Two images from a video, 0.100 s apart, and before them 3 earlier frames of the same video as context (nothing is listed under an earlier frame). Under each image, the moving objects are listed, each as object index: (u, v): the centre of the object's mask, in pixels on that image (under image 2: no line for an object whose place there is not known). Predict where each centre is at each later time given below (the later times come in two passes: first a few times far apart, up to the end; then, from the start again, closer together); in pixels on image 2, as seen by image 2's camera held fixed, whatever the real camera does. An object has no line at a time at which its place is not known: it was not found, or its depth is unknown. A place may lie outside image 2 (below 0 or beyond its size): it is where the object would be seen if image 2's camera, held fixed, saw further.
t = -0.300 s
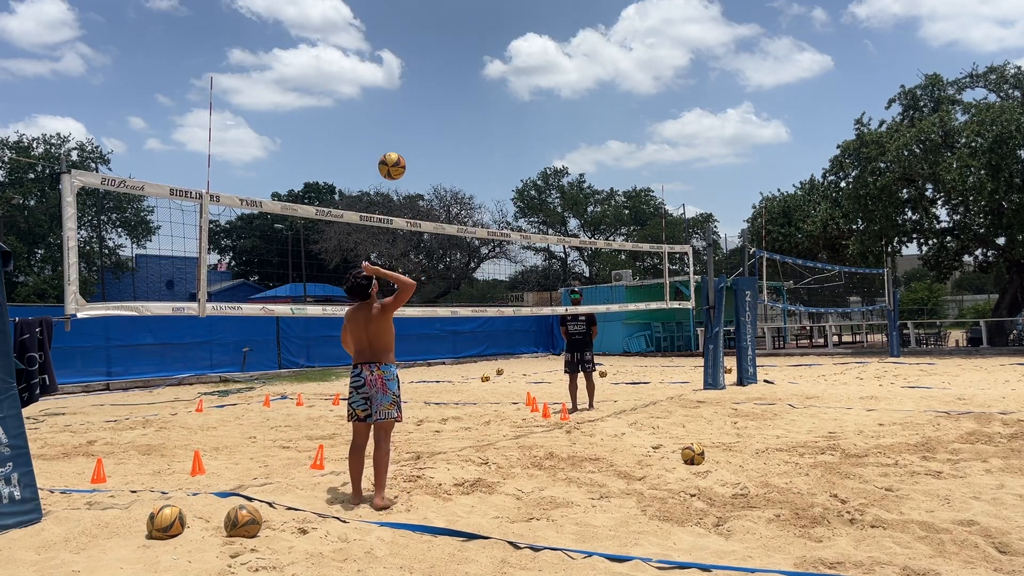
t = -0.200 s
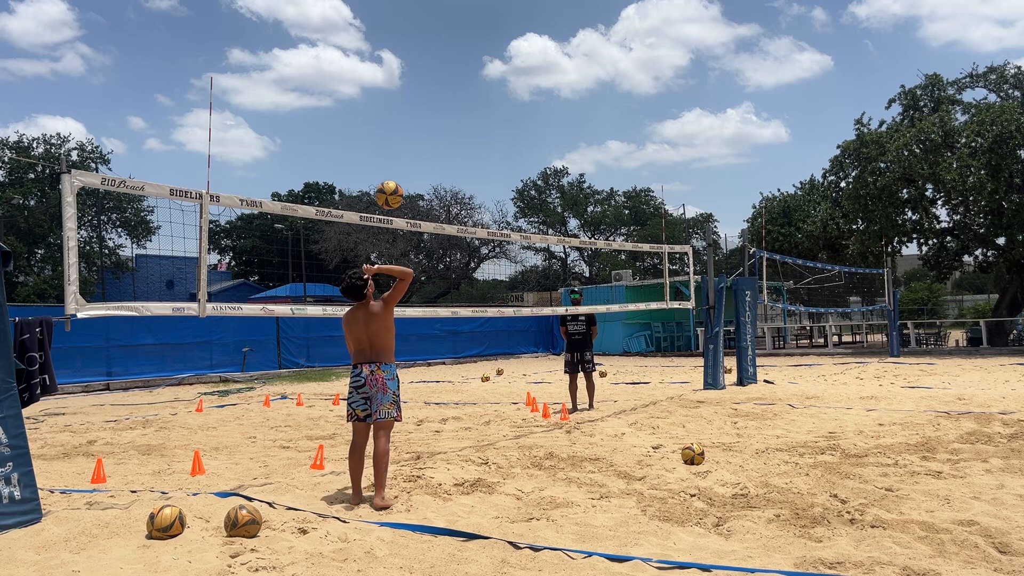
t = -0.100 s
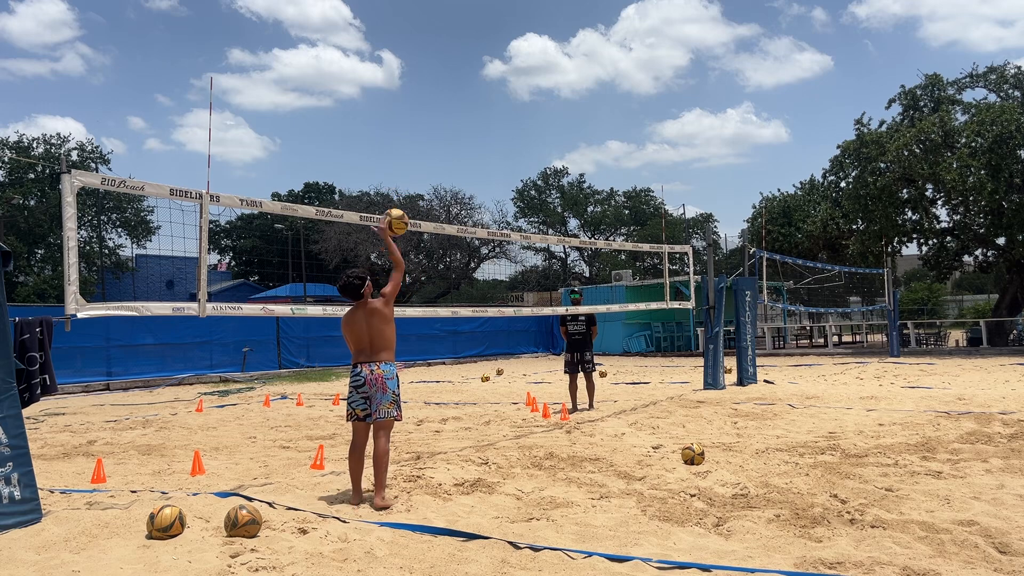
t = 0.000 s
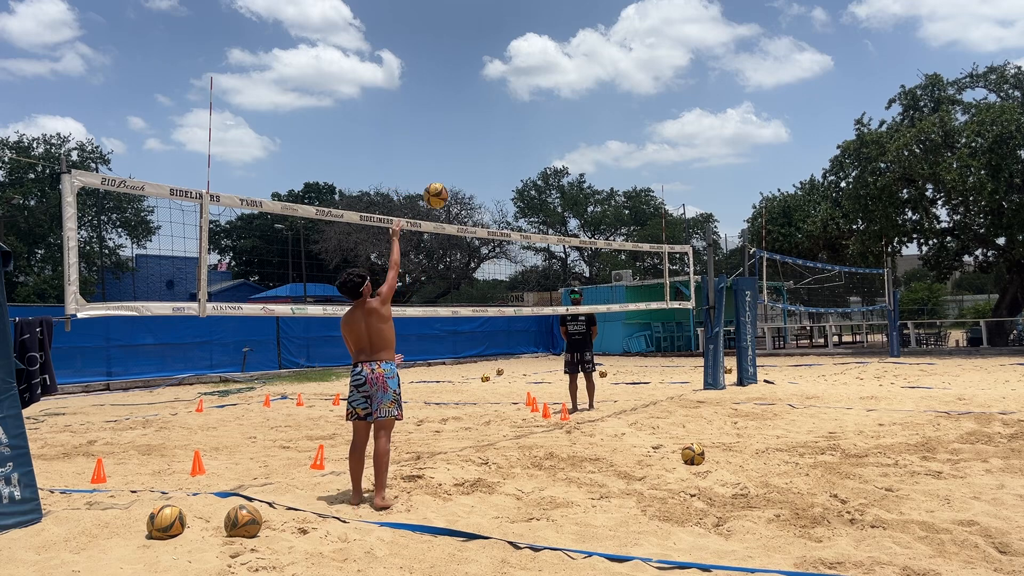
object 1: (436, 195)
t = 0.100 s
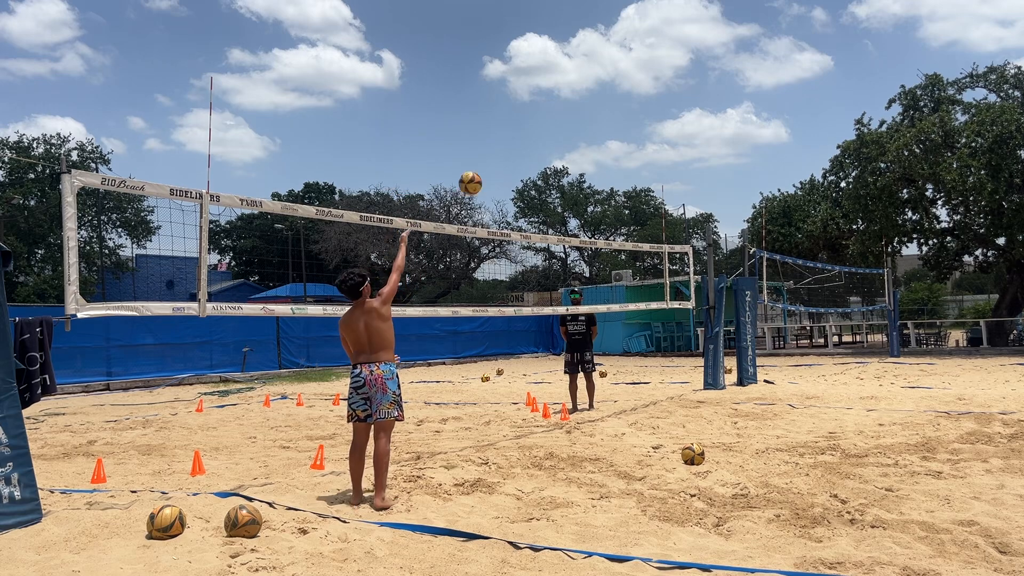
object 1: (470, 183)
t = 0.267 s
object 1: (519, 187)
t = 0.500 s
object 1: (571, 229)
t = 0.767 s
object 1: (622, 304)
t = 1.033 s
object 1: (678, 371)
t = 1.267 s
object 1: (731, 376)
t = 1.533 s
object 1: (796, 376)
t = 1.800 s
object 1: (853, 385)
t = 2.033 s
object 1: (897, 385)
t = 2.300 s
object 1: (939, 383)
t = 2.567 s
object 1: (974, 385)
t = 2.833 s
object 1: (1000, 384)
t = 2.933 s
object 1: (1007, 384)
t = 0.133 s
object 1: (481, 181)
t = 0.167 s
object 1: (491, 181)
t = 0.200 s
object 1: (500, 182)
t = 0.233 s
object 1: (509, 184)
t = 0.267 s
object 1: (519, 187)
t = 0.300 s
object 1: (526, 191)
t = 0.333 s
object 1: (535, 195)
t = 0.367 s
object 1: (542, 200)
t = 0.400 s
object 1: (549, 207)
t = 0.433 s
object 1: (557, 214)
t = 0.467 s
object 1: (563, 221)
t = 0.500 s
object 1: (571, 229)
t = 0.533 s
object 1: (577, 238)
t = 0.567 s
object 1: (582, 247)
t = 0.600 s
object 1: (589, 256)
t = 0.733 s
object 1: (615, 297)
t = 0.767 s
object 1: (622, 304)
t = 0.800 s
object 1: (629, 310)
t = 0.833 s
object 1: (636, 316)
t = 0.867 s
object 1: (644, 324)
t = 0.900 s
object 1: (651, 332)
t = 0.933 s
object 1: (658, 341)
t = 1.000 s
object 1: (671, 360)
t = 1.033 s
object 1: (678, 371)
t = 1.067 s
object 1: (685, 383)
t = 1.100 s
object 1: (691, 396)
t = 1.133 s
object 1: (699, 394)
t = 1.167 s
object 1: (708, 388)
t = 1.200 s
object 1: (715, 383)
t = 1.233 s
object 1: (724, 379)
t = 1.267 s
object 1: (731, 376)
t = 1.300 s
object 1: (739, 373)
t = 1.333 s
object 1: (747, 372)
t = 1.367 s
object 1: (756, 370)
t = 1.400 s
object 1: (764, 370)
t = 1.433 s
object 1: (771, 371)
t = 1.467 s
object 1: (779, 372)
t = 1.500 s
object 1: (787, 373)
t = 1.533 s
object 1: (796, 376)
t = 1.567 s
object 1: (803, 380)
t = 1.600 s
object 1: (812, 384)
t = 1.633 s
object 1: (819, 390)
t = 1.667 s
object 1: (826, 390)
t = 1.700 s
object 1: (833, 388)
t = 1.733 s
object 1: (840, 386)
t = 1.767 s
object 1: (847, 385)
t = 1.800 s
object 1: (853, 385)
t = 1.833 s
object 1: (860, 386)
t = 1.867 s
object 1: (867, 387)
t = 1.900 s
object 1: (873, 387)
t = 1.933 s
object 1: (880, 386)
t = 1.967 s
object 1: (886, 386)
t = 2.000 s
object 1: (891, 386)
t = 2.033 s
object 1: (897, 385)
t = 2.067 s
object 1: (902, 384)
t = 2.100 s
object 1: (908, 384)
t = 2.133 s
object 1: (913, 385)
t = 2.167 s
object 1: (919, 385)
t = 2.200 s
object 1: (924, 385)
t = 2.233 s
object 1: (929, 386)
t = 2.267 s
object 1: (934, 385)
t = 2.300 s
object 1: (939, 383)
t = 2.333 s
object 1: (943, 384)
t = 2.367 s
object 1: (948, 384)
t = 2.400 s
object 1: (953, 385)
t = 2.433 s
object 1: (957, 385)
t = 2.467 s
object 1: (962, 385)
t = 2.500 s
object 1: (966, 385)
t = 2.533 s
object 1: (970, 385)
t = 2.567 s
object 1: (974, 385)
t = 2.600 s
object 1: (978, 384)
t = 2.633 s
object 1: (982, 384)
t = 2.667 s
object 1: (985, 384)
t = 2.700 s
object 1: (989, 384)
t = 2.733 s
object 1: (993, 385)
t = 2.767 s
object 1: (996, 384)
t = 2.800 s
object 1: (998, 384)
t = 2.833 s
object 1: (1000, 384)
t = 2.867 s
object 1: (1003, 385)
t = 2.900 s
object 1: (1005, 385)
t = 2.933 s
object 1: (1007, 384)
